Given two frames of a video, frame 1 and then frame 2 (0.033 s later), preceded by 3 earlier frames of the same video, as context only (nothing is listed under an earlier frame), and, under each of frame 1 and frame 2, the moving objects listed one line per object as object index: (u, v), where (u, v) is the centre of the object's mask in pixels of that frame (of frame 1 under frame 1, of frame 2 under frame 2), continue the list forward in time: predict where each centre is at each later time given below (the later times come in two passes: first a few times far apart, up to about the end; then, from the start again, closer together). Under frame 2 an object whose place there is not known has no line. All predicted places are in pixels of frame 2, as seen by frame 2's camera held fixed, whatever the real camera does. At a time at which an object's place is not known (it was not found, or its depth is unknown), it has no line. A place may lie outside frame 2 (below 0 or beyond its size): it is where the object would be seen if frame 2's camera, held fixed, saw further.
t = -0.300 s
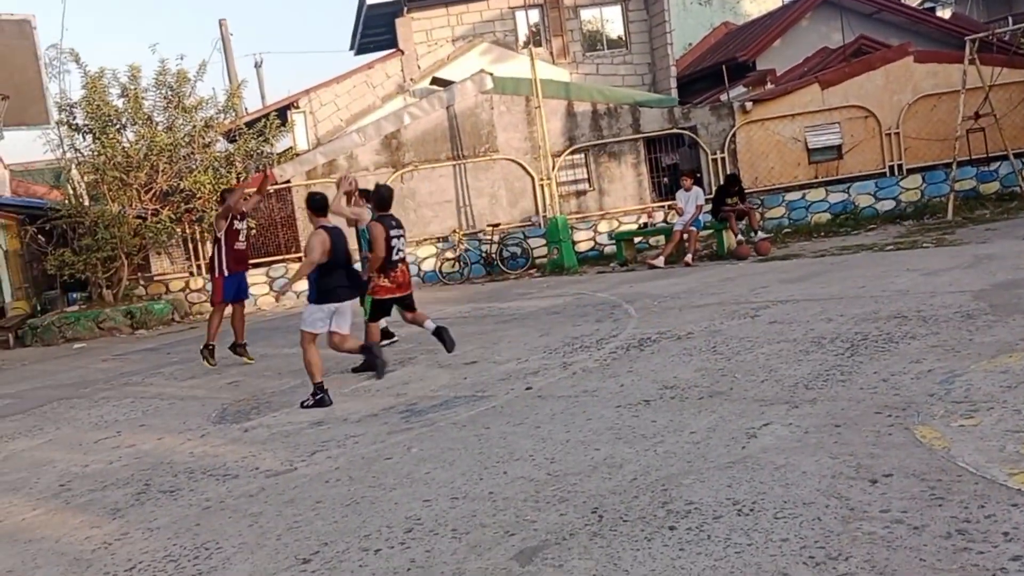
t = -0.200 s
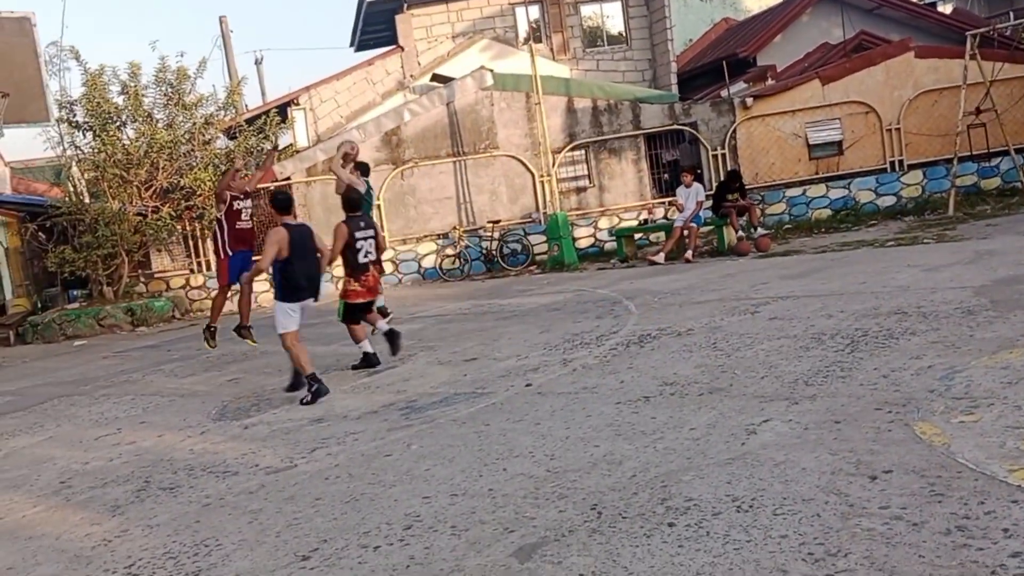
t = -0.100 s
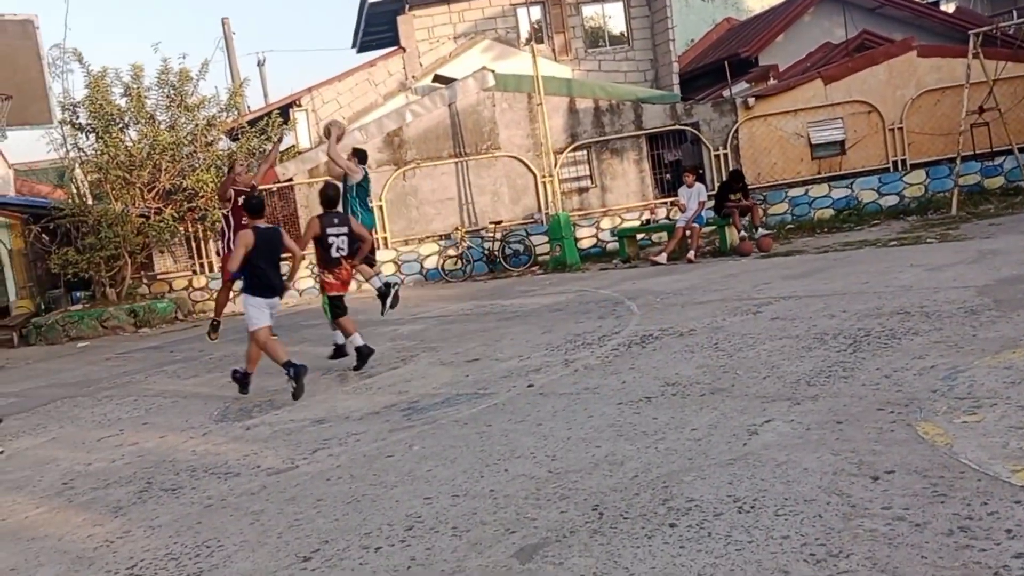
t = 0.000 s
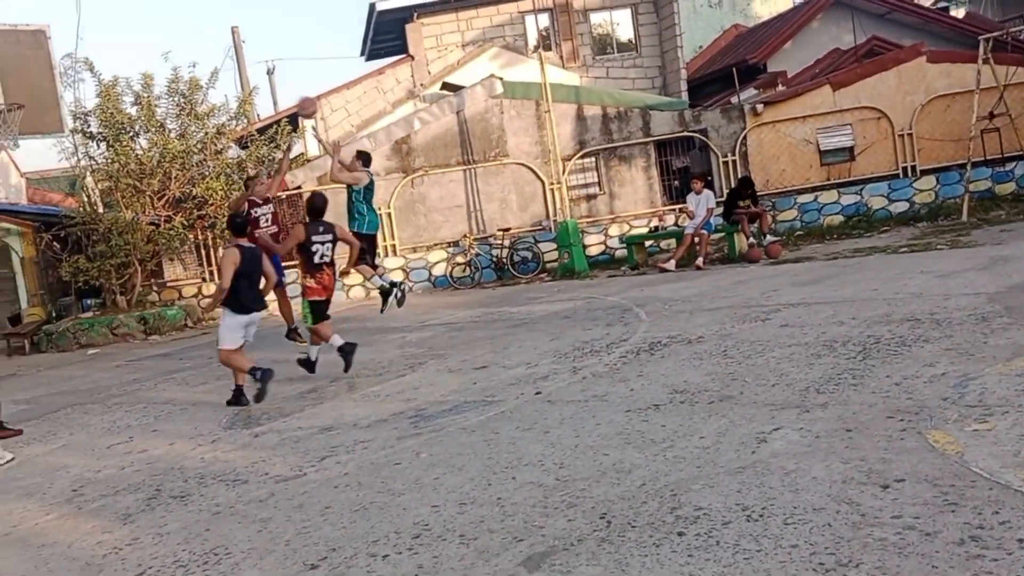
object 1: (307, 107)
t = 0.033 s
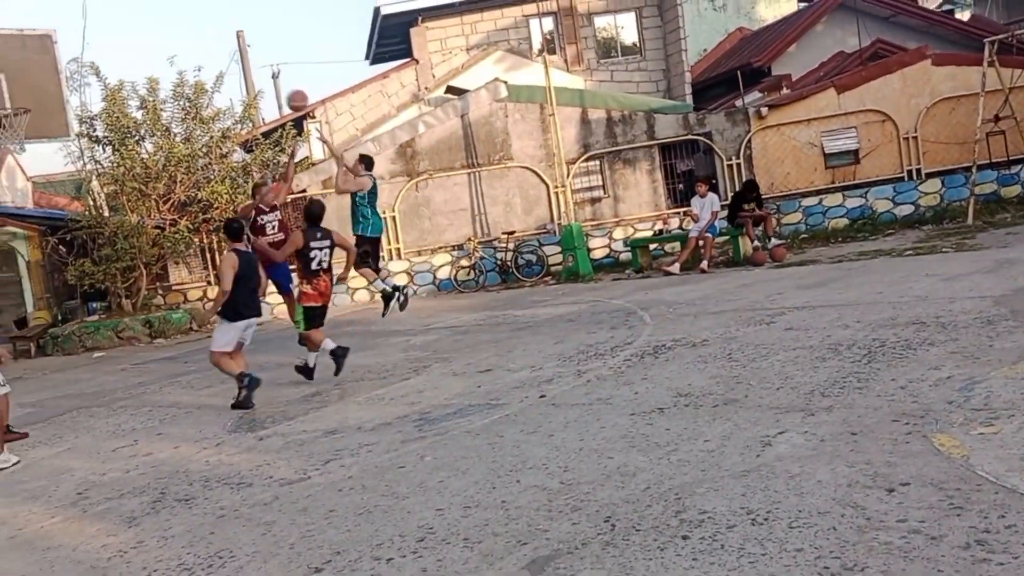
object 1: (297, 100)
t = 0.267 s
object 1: (200, 55)
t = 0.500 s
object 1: (109, 61)
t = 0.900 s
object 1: (87, 93)
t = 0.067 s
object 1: (283, 91)
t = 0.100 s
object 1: (269, 82)
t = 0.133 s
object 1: (255, 75)
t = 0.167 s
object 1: (240, 69)
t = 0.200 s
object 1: (228, 63)
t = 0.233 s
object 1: (214, 59)
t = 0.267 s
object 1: (200, 55)
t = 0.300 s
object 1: (187, 52)
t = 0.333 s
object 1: (174, 50)
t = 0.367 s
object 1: (160, 50)
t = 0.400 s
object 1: (146, 51)
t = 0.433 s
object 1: (133, 52)
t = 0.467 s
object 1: (121, 56)
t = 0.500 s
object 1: (109, 61)
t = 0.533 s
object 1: (98, 65)
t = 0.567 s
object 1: (87, 71)
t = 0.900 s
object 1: (87, 93)
